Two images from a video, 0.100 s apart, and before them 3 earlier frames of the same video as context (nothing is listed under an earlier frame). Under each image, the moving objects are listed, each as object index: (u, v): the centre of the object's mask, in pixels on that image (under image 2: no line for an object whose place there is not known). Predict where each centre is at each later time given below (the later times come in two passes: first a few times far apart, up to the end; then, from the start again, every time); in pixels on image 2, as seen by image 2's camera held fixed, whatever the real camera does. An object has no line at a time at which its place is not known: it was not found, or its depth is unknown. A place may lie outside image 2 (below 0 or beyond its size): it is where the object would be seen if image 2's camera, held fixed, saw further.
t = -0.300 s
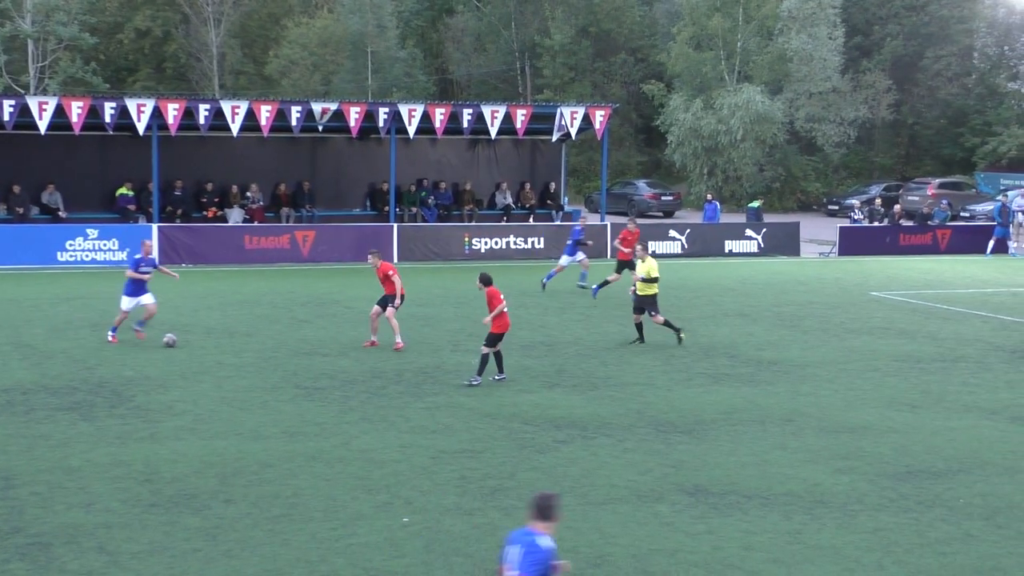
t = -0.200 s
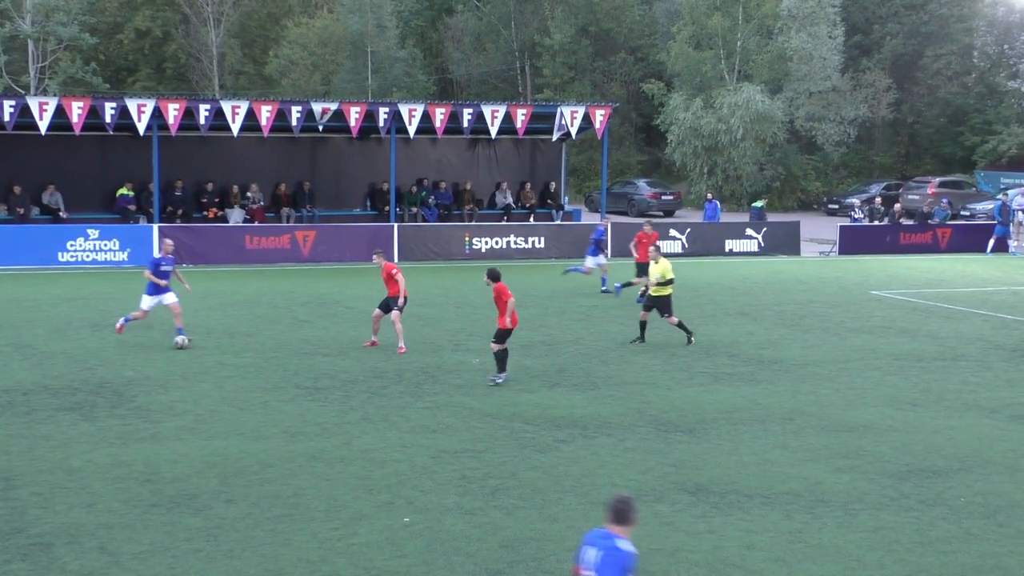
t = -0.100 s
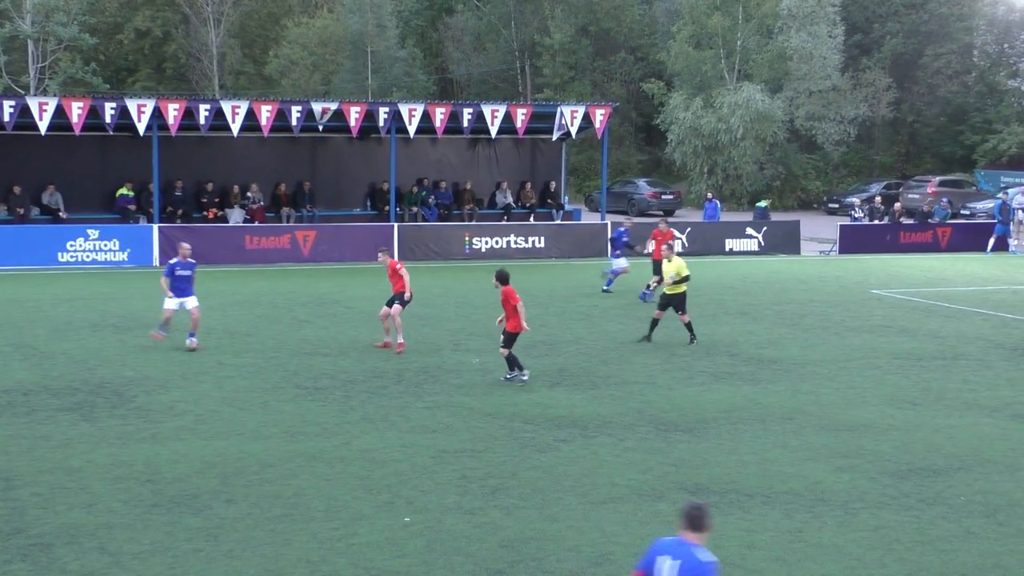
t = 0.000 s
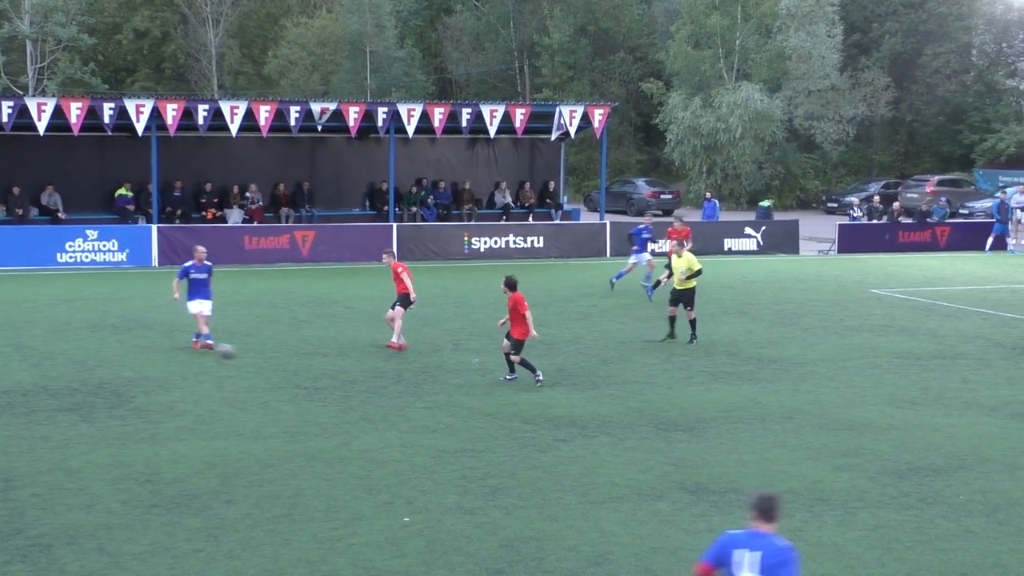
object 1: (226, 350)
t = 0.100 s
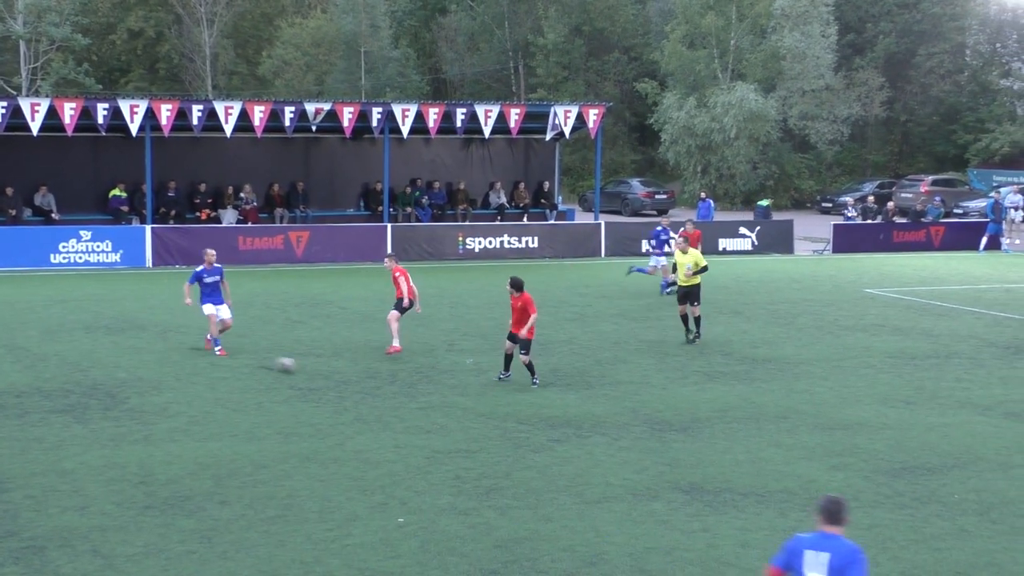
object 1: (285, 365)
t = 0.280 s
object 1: (408, 390)
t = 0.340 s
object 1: (450, 400)
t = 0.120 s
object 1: (298, 366)
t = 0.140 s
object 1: (312, 369)
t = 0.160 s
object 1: (326, 372)
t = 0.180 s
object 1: (339, 376)
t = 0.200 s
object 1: (352, 379)
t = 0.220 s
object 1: (367, 382)
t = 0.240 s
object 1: (380, 383)
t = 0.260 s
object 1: (394, 387)
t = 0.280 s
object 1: (408, 390)
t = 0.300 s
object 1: (423, 394)
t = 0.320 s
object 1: (435, 397)
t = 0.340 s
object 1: (450, 400)
